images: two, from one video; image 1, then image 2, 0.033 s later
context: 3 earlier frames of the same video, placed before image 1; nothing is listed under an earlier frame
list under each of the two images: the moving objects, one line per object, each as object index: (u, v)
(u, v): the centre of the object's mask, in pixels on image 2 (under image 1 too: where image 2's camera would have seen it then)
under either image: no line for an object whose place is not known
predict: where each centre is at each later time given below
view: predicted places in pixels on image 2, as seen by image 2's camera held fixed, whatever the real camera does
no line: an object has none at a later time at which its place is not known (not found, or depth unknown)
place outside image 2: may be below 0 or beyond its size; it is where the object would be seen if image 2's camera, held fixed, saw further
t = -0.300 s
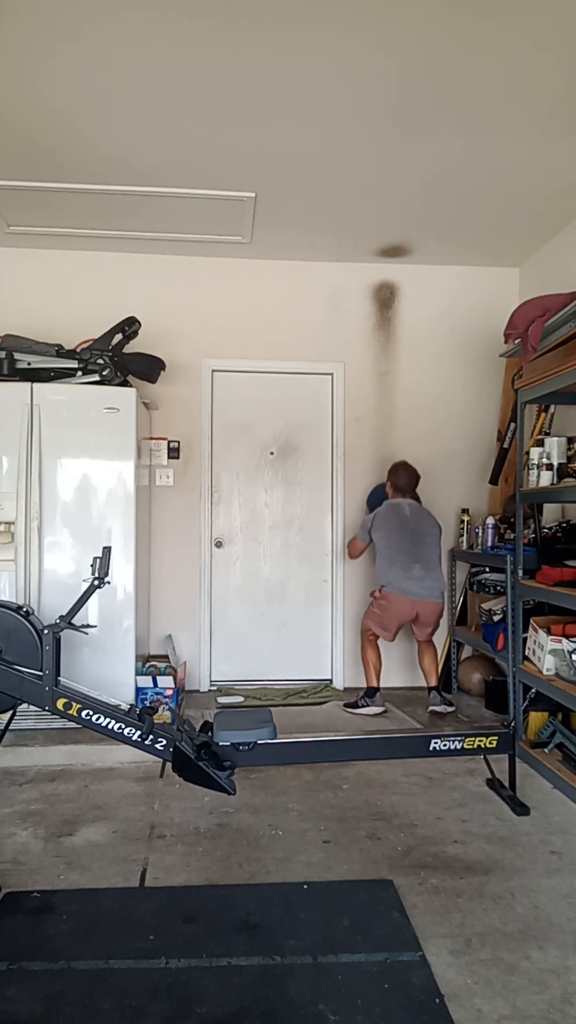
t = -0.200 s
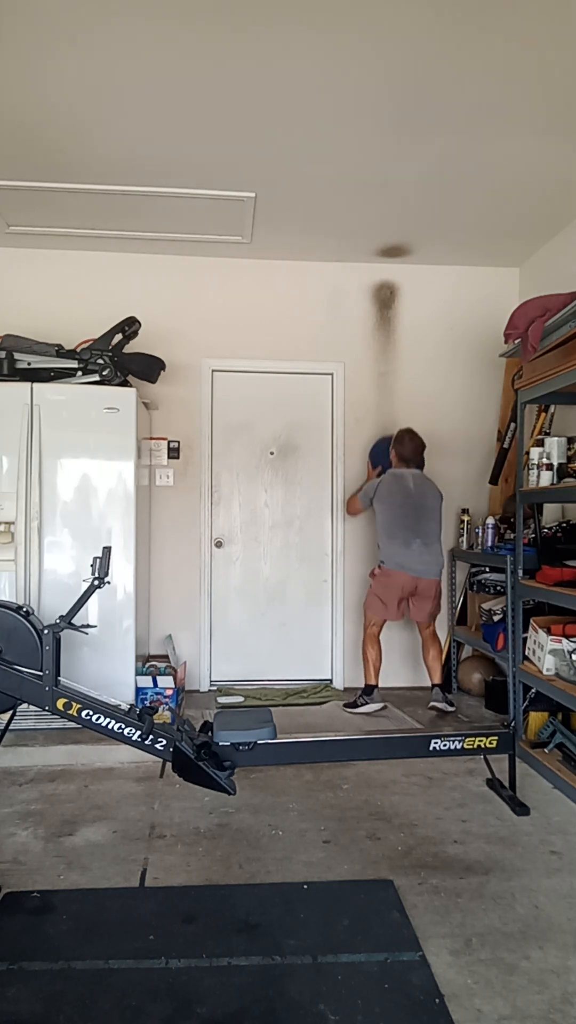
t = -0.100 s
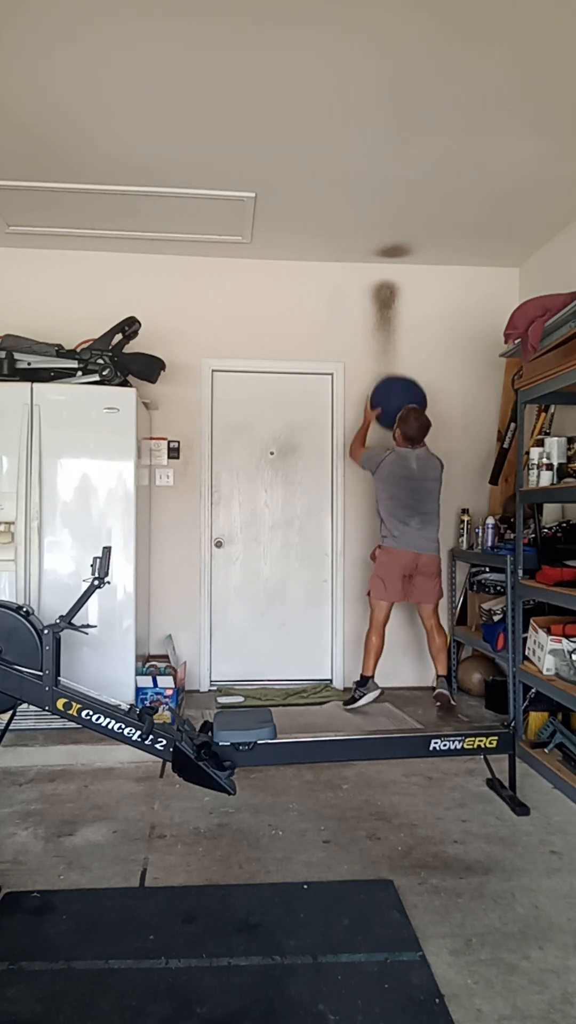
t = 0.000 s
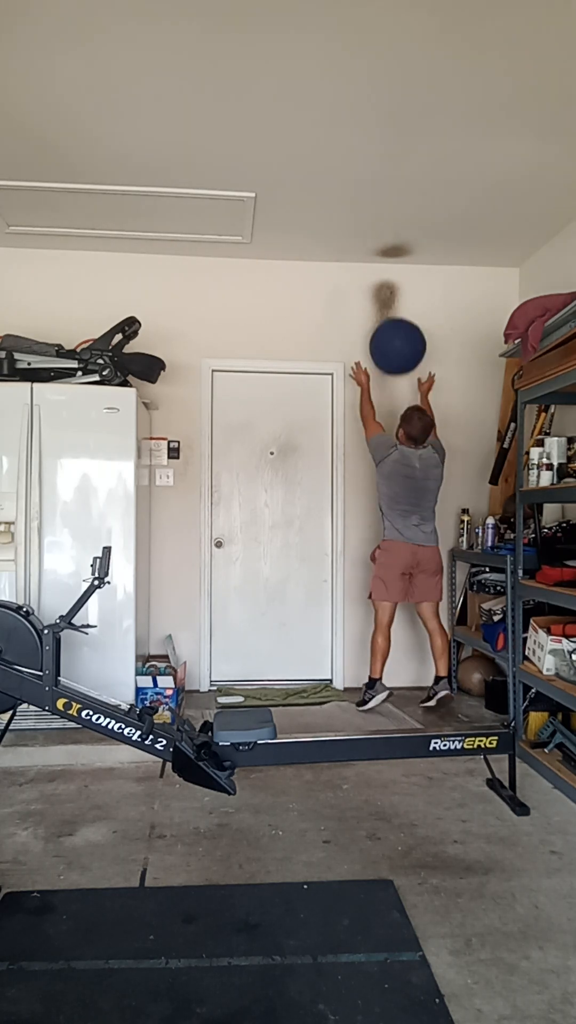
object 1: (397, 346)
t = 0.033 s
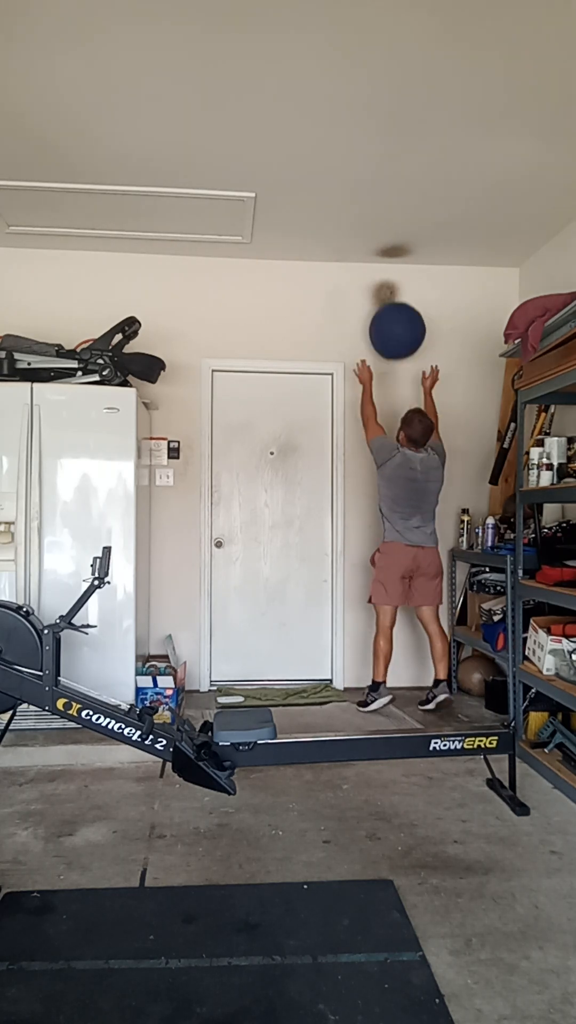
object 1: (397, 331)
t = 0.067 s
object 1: (396, 317)
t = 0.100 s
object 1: (396, 305)
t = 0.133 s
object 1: (396, 295)
